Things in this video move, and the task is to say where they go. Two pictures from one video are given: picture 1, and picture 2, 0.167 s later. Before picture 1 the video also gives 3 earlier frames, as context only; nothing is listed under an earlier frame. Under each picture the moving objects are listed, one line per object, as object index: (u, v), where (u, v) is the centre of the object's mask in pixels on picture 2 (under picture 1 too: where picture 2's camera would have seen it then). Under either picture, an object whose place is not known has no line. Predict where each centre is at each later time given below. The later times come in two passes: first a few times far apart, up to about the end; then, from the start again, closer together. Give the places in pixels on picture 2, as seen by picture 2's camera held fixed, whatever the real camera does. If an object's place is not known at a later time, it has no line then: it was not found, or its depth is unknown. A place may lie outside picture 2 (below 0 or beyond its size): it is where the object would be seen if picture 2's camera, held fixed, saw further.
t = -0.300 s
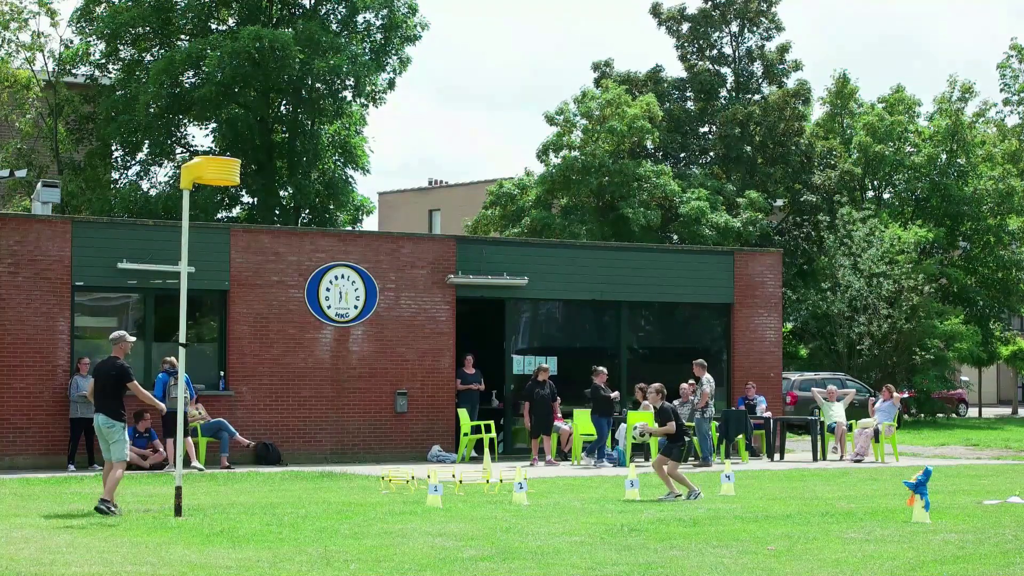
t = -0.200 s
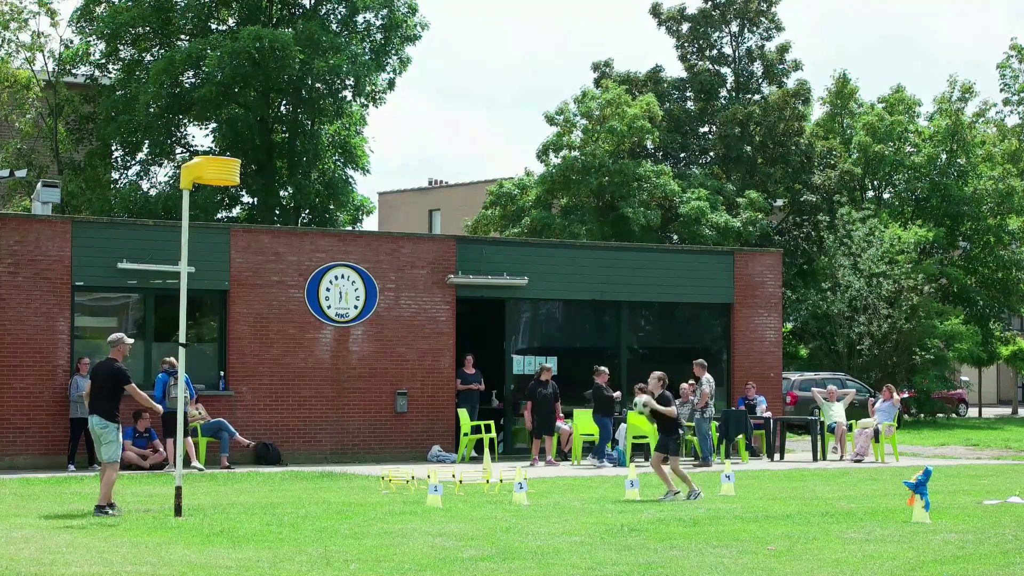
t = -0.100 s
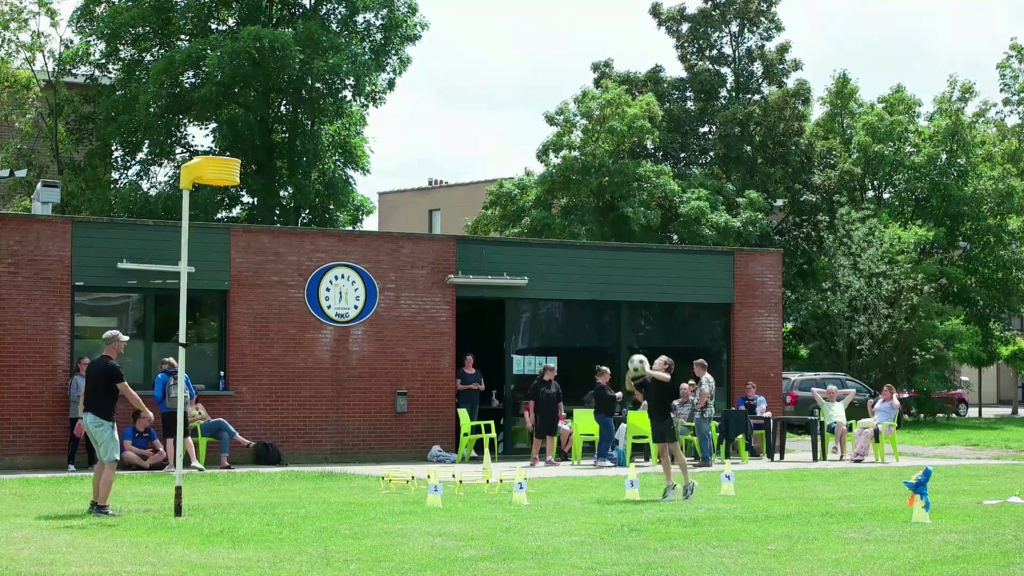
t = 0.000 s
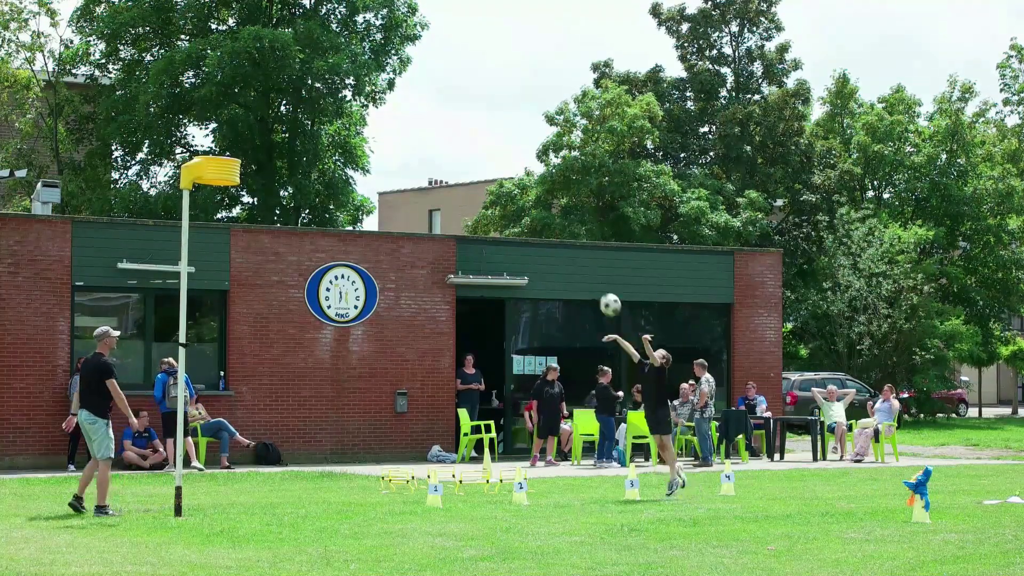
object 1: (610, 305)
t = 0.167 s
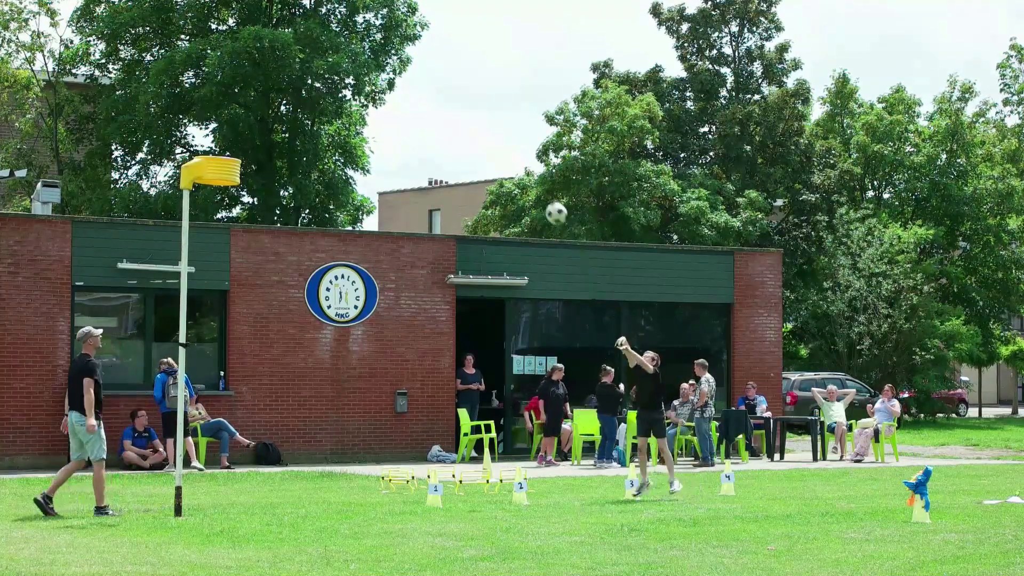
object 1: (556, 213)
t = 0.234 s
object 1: (534, 183)
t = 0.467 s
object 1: (456, 110)
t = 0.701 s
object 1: (369, 82)
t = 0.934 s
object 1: (284, 111)
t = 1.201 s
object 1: (215, 136)
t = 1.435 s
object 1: (178, 157)
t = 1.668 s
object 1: (142, 234)
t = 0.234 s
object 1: (534, 183)
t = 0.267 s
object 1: (523, 171)
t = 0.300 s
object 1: (512, 158)
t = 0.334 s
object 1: (501, 147)
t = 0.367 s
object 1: (490, 136)
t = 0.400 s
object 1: (479, 126)
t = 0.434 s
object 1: (467, 117)
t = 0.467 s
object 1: (456, 110)
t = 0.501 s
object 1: (445, 103)
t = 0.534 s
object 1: (433, 97)
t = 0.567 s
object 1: (422, 93)
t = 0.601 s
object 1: (410, 89)
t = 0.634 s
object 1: (393, 84)
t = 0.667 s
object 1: (382, 82)
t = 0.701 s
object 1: (369, 82)
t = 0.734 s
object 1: (357, 82)
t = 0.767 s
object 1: (345, 84)
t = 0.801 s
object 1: (333, 87)
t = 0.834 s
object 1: (321, 92)
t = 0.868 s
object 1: (309, 97)
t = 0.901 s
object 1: (296, 103)
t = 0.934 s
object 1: (284, 111)
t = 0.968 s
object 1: (271, 120)
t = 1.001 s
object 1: (258, 130)
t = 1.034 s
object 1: (245, 140)
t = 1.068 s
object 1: (235, 148)
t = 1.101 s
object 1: (229, 143)
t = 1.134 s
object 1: (225, 140)
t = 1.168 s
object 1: (219, 137)
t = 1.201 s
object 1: (215, 136)
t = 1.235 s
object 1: (210, 136)
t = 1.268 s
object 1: (205, 137)
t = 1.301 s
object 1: (199, 138)
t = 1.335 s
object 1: (194, 141)
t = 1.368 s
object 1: (187, 146)
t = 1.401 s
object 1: (183, 151)
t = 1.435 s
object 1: (178, 157)
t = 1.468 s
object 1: (173, 165)
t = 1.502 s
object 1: (168, 174)
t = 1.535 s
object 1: (163, 184)
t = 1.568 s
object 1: (157, 195)
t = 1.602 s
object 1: (152, 207)
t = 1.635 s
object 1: (147, 220)
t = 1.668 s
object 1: (142, 234)
